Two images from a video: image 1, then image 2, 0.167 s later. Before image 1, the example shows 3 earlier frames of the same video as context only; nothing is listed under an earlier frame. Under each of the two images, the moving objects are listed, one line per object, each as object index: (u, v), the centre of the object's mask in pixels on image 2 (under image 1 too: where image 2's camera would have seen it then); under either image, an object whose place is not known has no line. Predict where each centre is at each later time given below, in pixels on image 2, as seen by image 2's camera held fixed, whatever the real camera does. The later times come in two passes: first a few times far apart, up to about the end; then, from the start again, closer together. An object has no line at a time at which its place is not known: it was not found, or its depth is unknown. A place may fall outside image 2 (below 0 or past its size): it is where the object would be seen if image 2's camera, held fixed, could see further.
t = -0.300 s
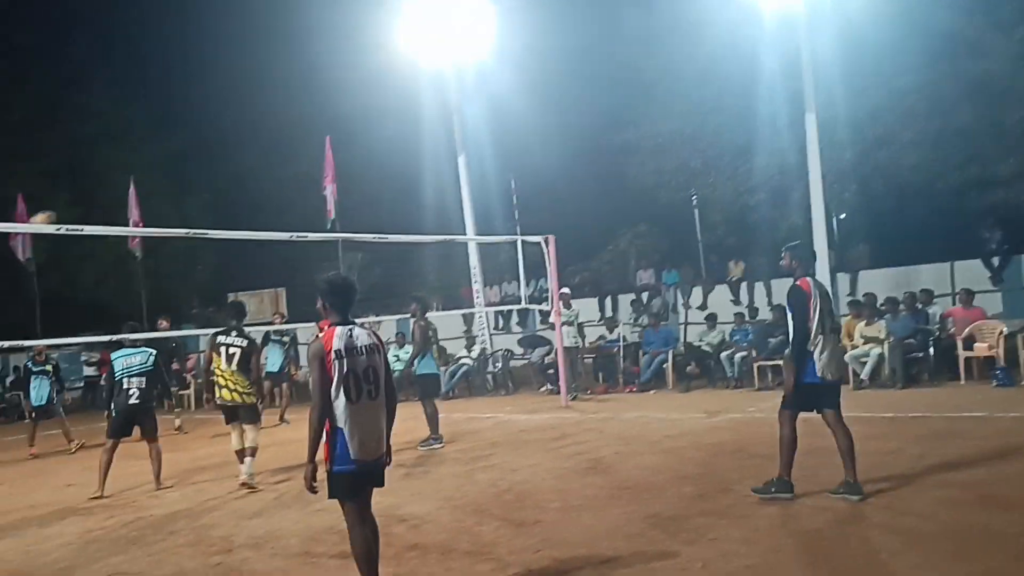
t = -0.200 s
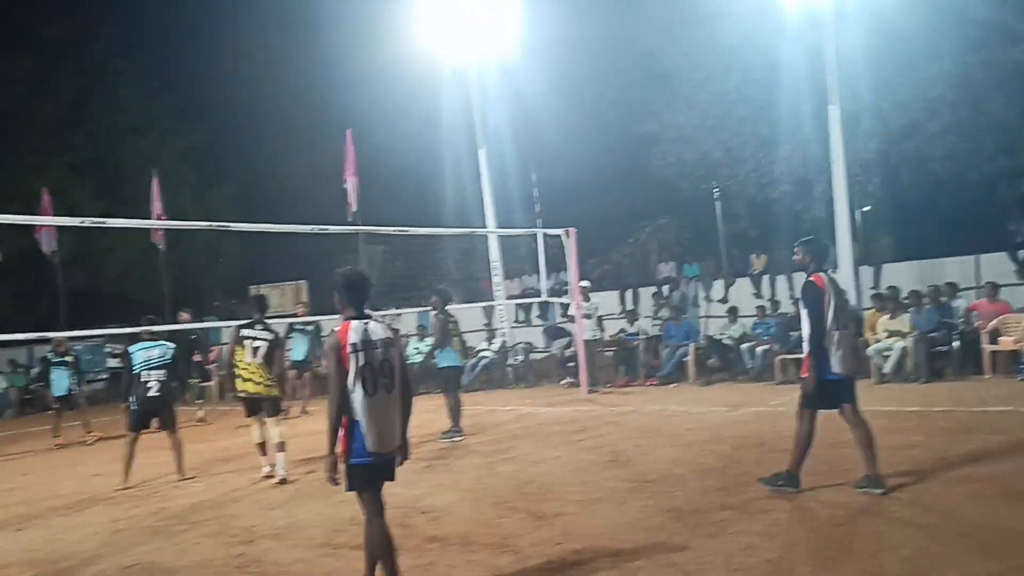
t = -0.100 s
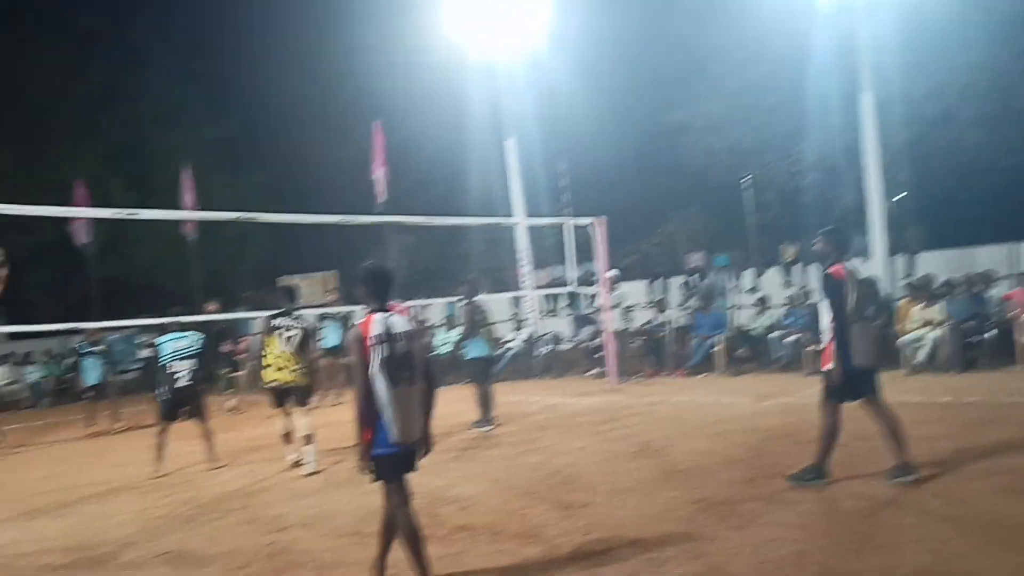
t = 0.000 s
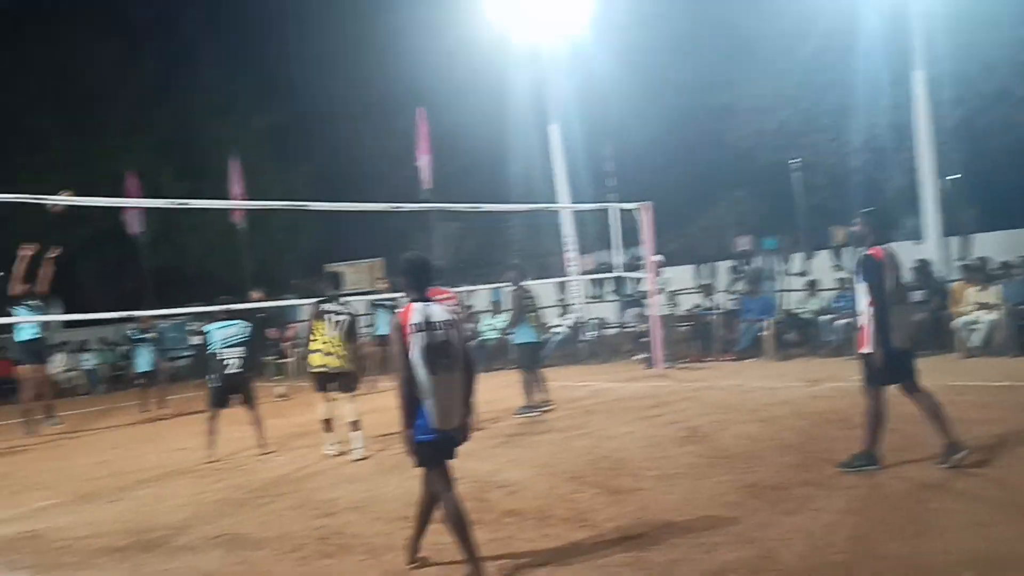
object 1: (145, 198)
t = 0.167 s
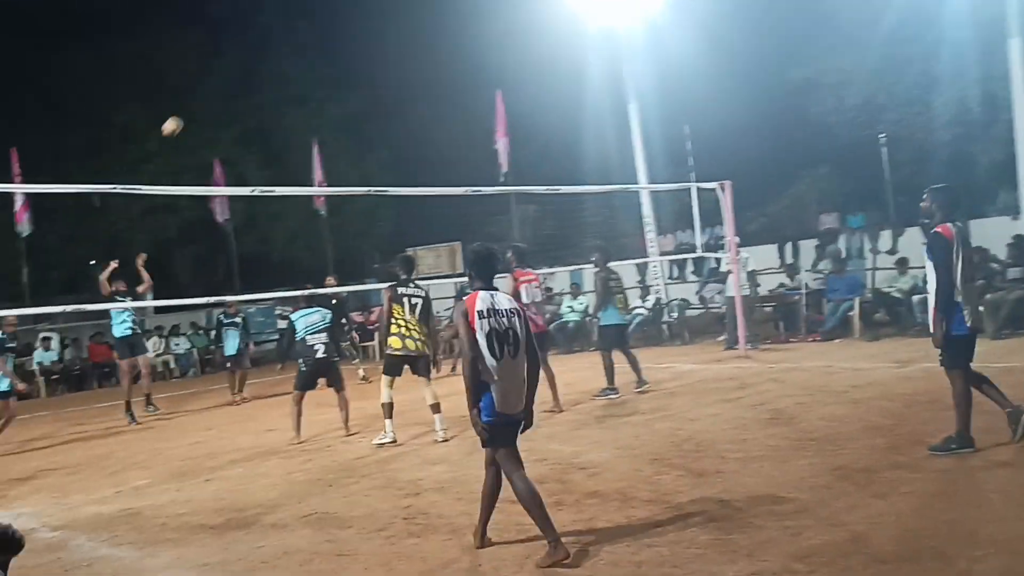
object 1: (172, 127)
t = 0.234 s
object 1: (181, 107)
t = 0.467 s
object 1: (215, 61)
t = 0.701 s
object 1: (253, 58)
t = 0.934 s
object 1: (295, 98)
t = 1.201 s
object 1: (349, 202)
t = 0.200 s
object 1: (176, 117)
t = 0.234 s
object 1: (181, 107)
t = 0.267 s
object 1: (186, 97)
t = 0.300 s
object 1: (191, 89)
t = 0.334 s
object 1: (195, 82)
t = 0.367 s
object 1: (200, 75)
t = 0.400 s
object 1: (205, 70)
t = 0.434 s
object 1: (210, 65)
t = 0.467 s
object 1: (215, 61)
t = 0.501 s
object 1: (220, 58)
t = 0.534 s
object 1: (225, 56)
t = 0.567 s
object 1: (230, 55)
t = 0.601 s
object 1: (236, 54)
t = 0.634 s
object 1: (242, 54)
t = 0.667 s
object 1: (247, 56)
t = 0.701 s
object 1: (253, 58)
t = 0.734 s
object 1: (259, 61)
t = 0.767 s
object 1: (264, 65)
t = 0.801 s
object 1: (271, 70)
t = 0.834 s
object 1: (276, 76)
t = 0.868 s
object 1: (283, 82)
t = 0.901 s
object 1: (289, 90)
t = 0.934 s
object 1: (295, 98)
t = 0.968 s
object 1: (302, 107)
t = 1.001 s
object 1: (308, 118)
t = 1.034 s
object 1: (315, 129)
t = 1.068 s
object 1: (323, 140)
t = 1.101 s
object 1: (328, 155)
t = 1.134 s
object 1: (335, 169)
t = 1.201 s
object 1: (349, 202)
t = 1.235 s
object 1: (355, 218)
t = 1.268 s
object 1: (362, 236)
